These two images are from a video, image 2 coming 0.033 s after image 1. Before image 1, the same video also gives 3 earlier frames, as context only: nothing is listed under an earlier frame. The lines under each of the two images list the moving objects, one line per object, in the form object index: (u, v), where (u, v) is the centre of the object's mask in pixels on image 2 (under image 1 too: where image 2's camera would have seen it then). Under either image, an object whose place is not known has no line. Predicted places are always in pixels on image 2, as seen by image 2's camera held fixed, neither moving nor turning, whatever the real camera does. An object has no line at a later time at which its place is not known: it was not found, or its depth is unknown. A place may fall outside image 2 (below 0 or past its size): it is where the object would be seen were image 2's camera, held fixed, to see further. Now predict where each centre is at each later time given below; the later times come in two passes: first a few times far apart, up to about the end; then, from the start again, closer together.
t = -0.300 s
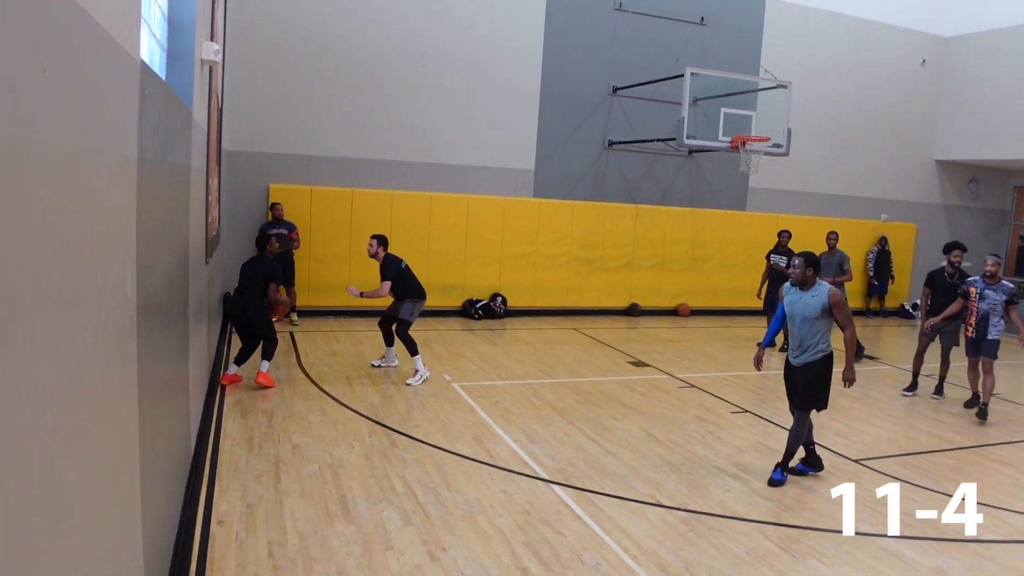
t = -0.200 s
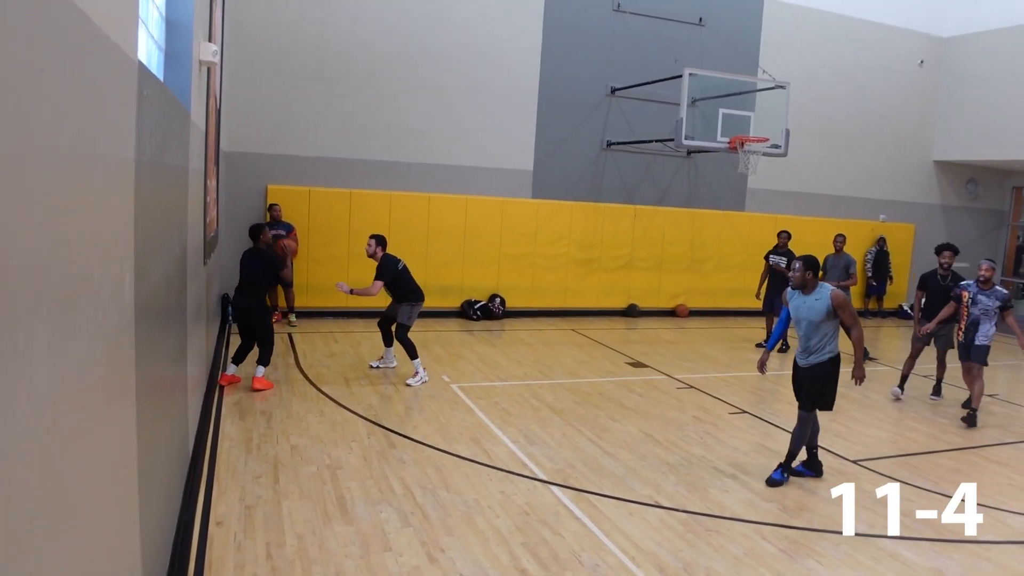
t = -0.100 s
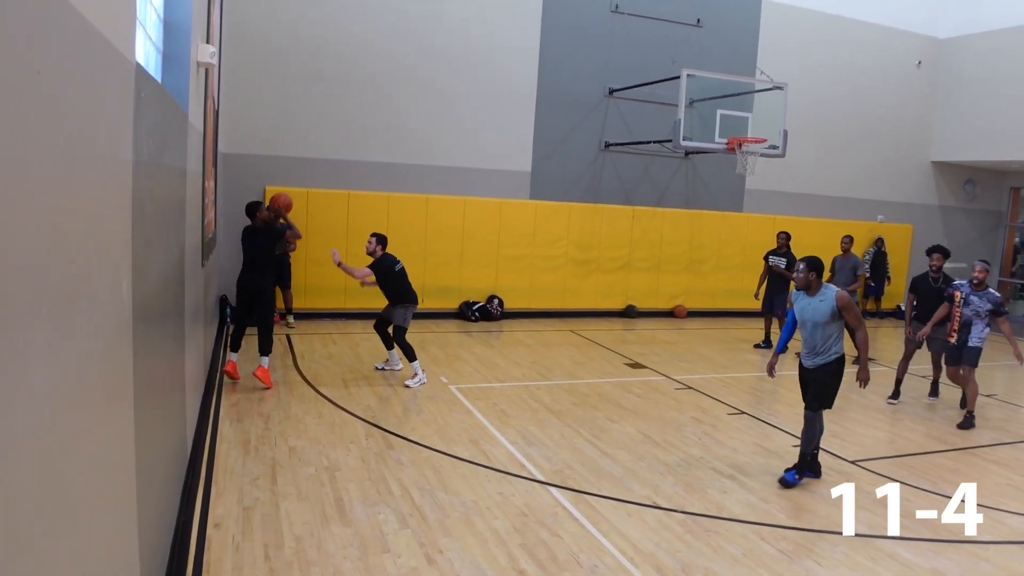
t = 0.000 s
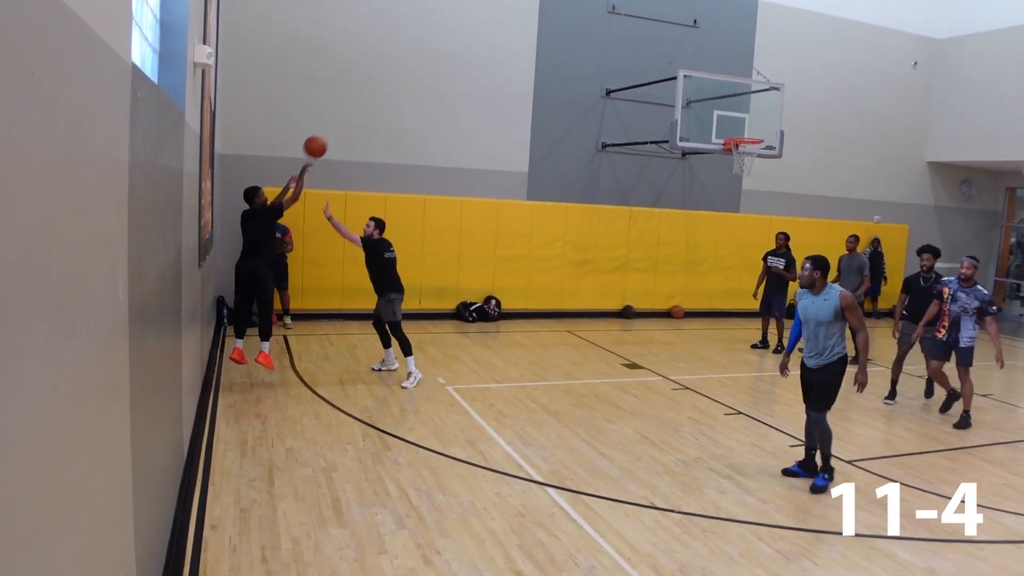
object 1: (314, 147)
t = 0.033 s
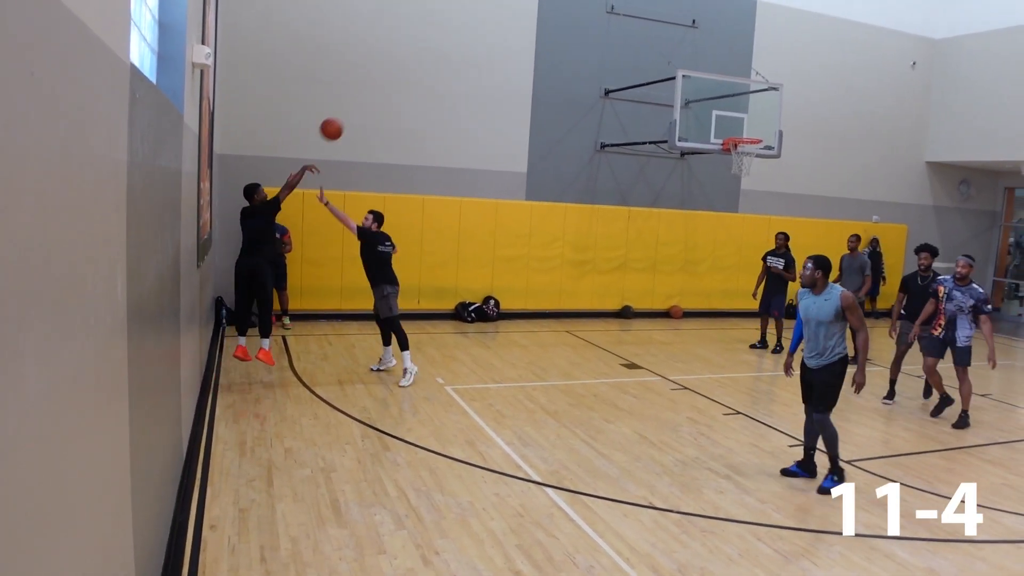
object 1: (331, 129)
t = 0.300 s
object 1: (461, 30)
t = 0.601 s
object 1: (581, 5)
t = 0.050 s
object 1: (340, 121)
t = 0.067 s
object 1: (348, 112)
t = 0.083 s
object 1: (357, 104)
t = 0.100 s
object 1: (366, 97)
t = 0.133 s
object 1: (382, 83)
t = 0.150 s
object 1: (391, 76)
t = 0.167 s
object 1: (399, 70)
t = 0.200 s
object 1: (414, 58)
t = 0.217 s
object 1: (422, 53)
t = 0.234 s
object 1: (430, 48)
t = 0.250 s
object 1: (438, 43)
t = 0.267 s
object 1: (446, 38)
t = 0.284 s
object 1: (453, 34)
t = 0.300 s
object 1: (461, 30)
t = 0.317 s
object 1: (468, 27)
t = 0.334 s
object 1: (475, 23)
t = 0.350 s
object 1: (482, 20)
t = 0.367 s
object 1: (490, 17)
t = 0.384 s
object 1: (497, 15)
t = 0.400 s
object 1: (504, 12)
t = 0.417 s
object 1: (510, 10)
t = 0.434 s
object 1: (517, 9)
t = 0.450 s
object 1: (524, 8)
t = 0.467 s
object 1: (531, 7)
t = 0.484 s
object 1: (537, 6)
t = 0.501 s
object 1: (544, 5)
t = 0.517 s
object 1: (550, 5)
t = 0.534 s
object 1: (557, 5)
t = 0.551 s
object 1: (563, 5)
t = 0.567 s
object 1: (569, 5)
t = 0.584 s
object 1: (575, 5)
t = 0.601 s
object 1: (581, 5)
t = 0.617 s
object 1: (586, 6)
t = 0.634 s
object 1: (592, 7)
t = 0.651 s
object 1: (597, 9)
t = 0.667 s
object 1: (603, 10)
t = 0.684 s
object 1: (608, 12)
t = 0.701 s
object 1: (614, 14)
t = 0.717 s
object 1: (620, 16)
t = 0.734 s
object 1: (625, 18)
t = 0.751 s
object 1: (631, 21)
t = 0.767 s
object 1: (636, 24)
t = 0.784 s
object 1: (641, 26)
